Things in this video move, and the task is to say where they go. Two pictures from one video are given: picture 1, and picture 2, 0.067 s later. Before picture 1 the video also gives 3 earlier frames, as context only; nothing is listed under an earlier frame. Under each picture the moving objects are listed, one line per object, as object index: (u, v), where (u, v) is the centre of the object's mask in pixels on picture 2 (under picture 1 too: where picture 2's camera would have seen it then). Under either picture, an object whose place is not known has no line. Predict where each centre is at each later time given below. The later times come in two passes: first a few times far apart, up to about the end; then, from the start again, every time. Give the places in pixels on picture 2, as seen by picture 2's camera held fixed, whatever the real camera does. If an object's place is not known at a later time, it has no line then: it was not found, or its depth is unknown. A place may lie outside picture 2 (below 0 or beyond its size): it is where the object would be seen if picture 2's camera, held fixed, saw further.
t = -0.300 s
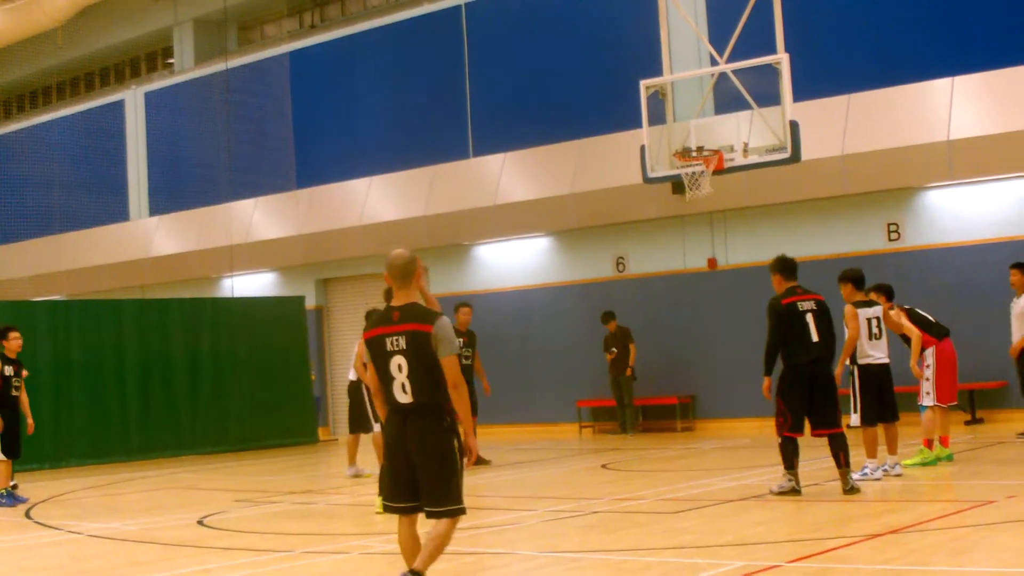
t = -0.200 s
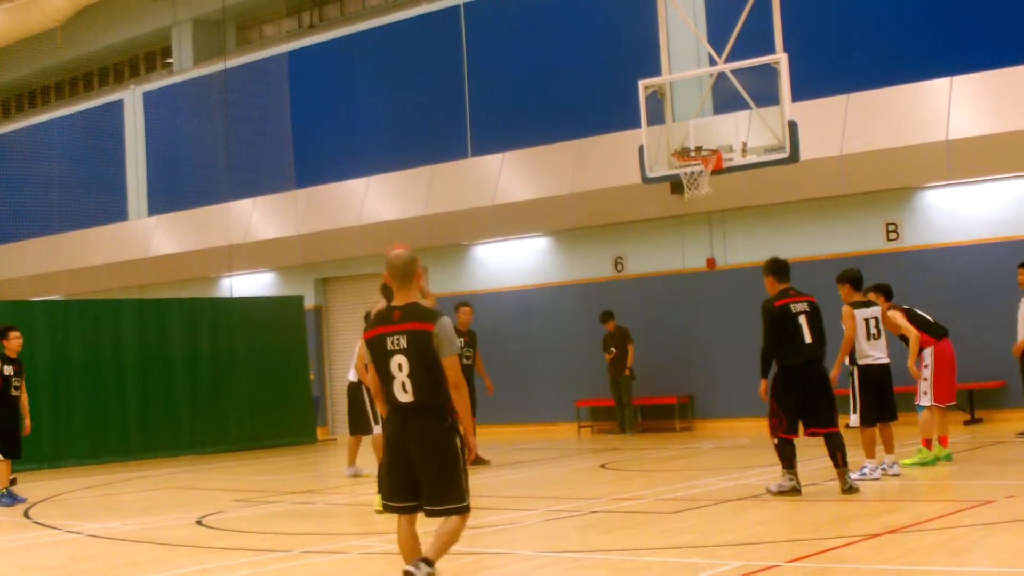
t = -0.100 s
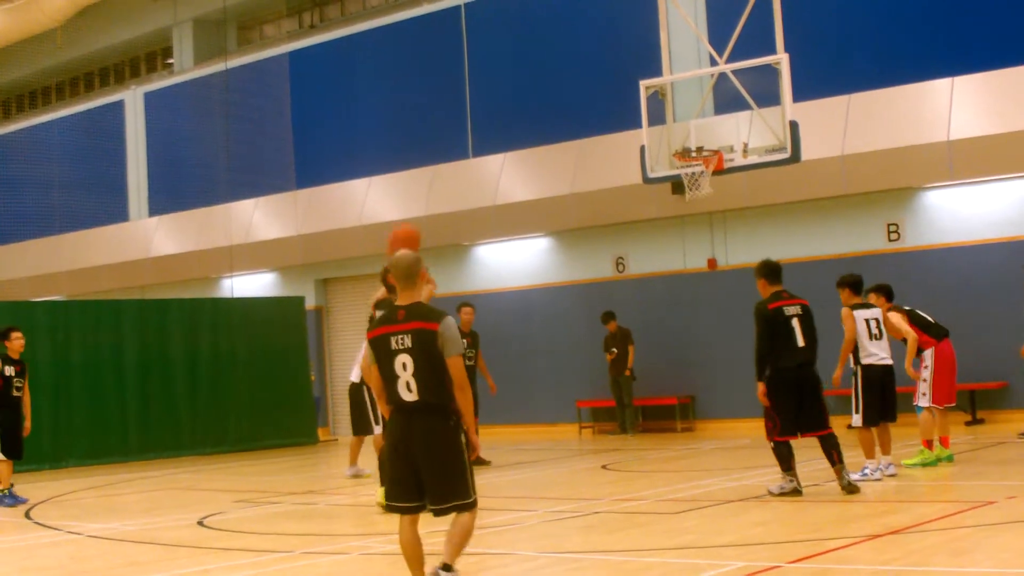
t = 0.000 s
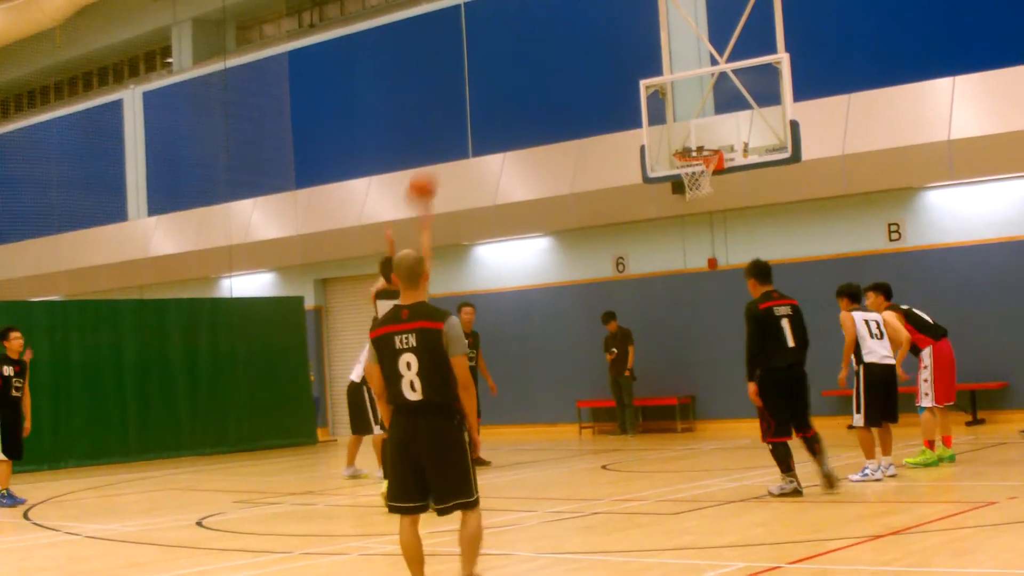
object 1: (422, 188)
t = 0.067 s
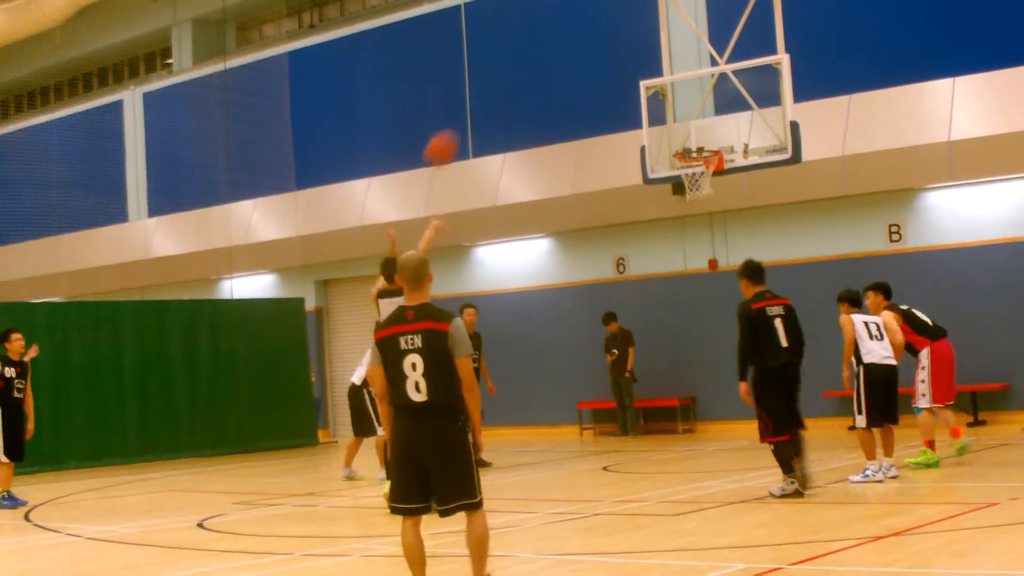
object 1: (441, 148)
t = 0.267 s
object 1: (497, 66)
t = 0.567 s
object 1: (576, 30)
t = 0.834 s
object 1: (640, 73)
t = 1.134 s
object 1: (699, 149)
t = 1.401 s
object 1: (672, 143)
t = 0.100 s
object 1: (451, 132)
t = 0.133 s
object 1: (461, 116)
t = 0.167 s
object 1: (470, 101)
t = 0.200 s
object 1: (480, 89)
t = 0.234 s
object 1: (489, 77)
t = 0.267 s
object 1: (497, 66)
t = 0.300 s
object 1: (507, 57)
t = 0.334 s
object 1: (516, 50)
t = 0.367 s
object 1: (525, 43)
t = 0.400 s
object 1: (534, 38)
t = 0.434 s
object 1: (543, 34)
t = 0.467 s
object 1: (551, 31)
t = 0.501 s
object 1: (560, 29)
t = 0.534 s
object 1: (568, 29)
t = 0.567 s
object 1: (576, 30)
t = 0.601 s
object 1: (585, 32)
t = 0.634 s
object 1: (593, 34)
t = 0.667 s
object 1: (602, 39)
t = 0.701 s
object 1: (610, 44)
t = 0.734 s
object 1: (617, 50)
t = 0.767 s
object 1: (625, 57)
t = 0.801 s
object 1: (634, 64)
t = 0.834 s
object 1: (640, 73)
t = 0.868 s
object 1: (650, 84)
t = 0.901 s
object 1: (658, 96)
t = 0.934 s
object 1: (665, 108)
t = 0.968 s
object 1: (673, 120)
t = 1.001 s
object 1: (681, 135)
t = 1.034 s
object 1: (689, 143)
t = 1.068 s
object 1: (693, 146)
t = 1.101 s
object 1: (698, 148)
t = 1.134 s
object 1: (699, 149)
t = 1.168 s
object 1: (695, 146)
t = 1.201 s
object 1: (692, 143)
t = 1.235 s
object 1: (689, 140)
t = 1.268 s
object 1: (685, 139)
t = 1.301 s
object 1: (682, 138)
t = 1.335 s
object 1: (679, 139)
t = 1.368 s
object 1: (675, 140)
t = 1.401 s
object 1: (672, 143)
